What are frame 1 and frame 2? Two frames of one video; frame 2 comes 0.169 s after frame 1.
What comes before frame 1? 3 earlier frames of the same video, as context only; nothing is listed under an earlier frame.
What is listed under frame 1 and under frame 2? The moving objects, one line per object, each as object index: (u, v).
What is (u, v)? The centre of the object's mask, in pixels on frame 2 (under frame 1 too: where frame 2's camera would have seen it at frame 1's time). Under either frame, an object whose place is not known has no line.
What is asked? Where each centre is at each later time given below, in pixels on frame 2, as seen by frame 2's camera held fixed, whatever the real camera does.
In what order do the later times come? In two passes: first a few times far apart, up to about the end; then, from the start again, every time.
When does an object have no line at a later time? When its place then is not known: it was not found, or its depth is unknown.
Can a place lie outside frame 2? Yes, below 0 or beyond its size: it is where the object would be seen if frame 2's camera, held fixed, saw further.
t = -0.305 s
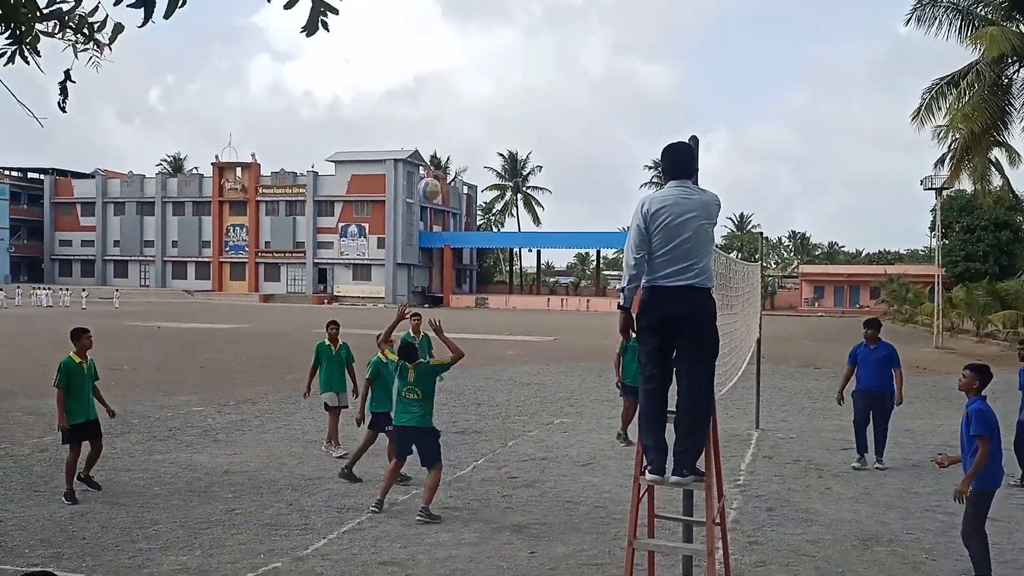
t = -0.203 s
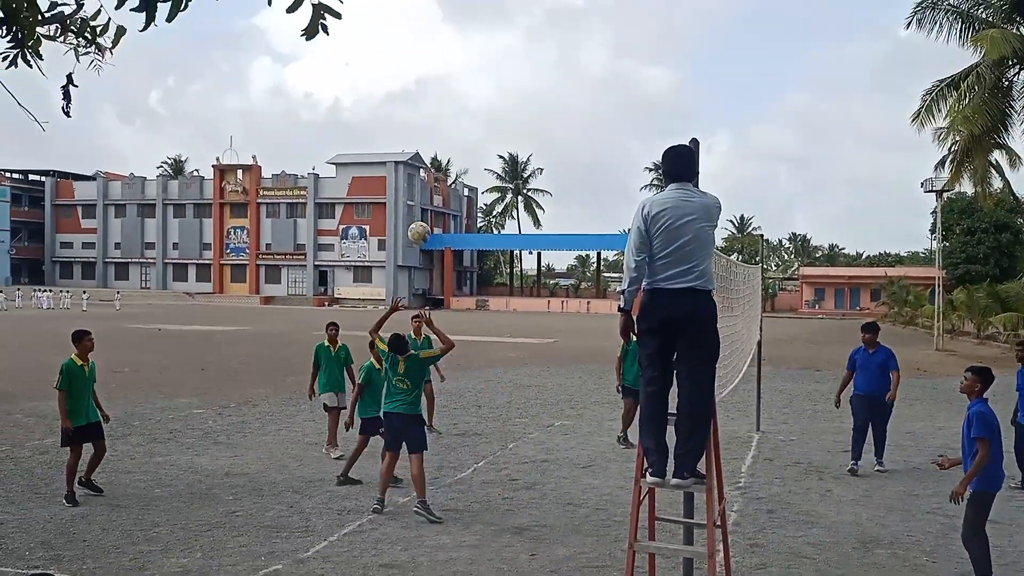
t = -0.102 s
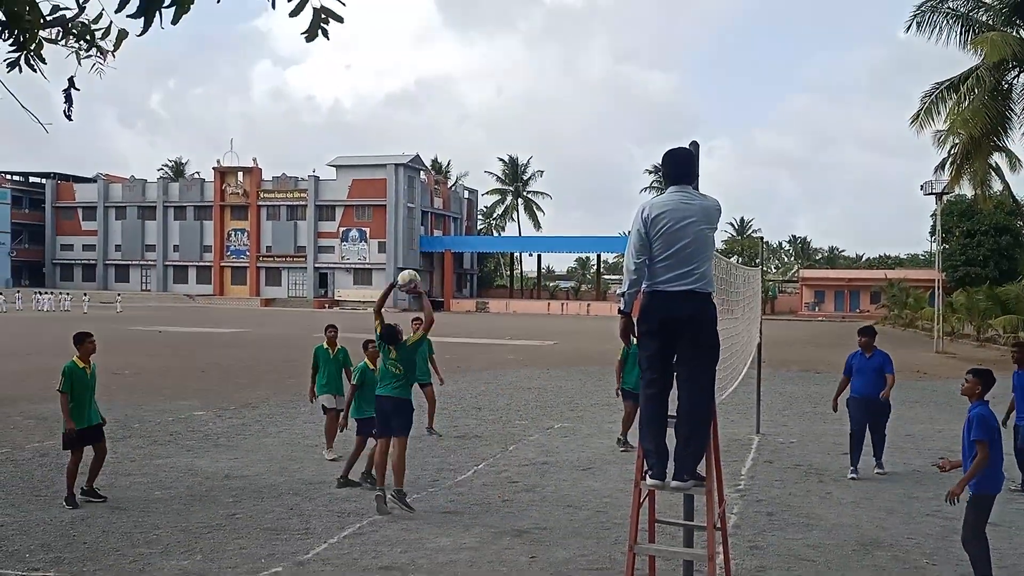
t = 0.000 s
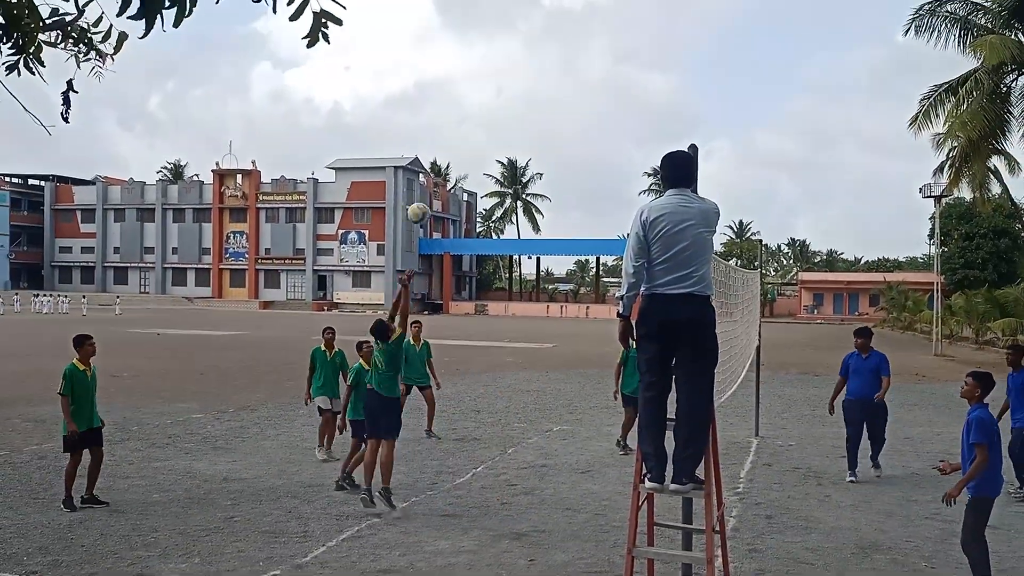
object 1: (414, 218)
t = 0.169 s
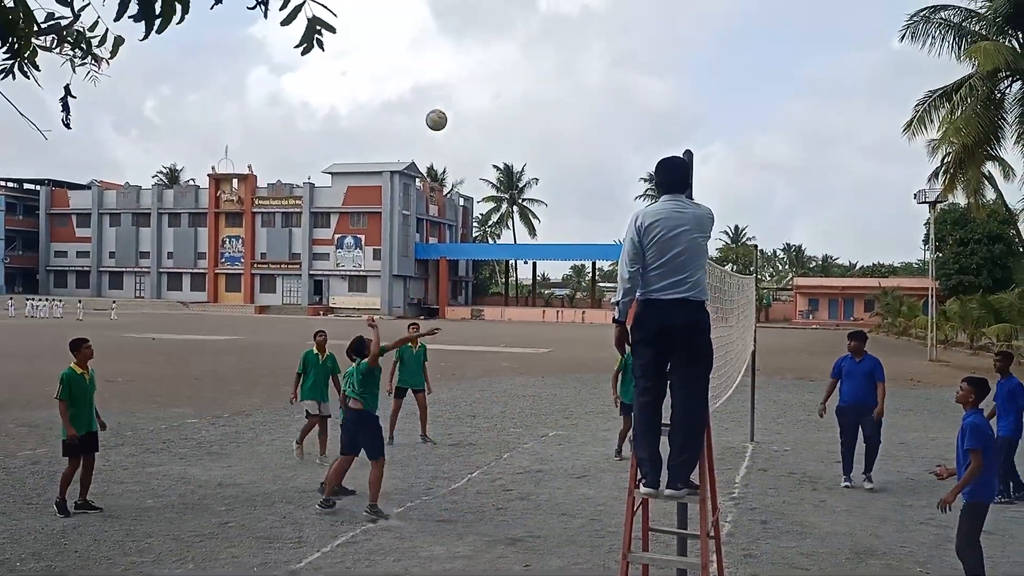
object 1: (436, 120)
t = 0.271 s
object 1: (448, 77)
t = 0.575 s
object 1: (482, 12)
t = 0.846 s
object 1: (507, 30)
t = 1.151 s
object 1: (530, 122)
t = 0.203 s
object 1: (440, 104)
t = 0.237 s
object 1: (444, 90)
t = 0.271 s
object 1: (448, 77)
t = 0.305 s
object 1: (452, 65)
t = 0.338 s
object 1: (456, 54)
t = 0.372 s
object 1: (460, 45)
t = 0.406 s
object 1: (463, 36)
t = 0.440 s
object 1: (467, 29)
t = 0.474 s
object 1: (471, 23)
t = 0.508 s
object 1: (475, 19)
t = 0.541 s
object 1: (478, 15)
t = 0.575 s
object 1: (482, 12)
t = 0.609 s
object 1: (485, 11)
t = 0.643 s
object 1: (488, 10)
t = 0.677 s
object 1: (491, 11)
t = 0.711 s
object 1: (495, 13)
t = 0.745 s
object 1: (498, 16)
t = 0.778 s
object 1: (501, 19)
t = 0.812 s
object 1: (504, 24)
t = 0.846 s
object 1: (507, 30)
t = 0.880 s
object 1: (510, 37)
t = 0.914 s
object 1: (512, 45)
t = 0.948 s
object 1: (515, 53)
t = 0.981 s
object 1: (517, 62)
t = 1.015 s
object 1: (520, 72)
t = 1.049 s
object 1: (522, 83)
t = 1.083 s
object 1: (524, 95)
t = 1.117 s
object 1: (527, 108)
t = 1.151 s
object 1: (530, 122)
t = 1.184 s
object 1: (533, 136)
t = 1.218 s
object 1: (536, 151)
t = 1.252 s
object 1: (538, 167)
